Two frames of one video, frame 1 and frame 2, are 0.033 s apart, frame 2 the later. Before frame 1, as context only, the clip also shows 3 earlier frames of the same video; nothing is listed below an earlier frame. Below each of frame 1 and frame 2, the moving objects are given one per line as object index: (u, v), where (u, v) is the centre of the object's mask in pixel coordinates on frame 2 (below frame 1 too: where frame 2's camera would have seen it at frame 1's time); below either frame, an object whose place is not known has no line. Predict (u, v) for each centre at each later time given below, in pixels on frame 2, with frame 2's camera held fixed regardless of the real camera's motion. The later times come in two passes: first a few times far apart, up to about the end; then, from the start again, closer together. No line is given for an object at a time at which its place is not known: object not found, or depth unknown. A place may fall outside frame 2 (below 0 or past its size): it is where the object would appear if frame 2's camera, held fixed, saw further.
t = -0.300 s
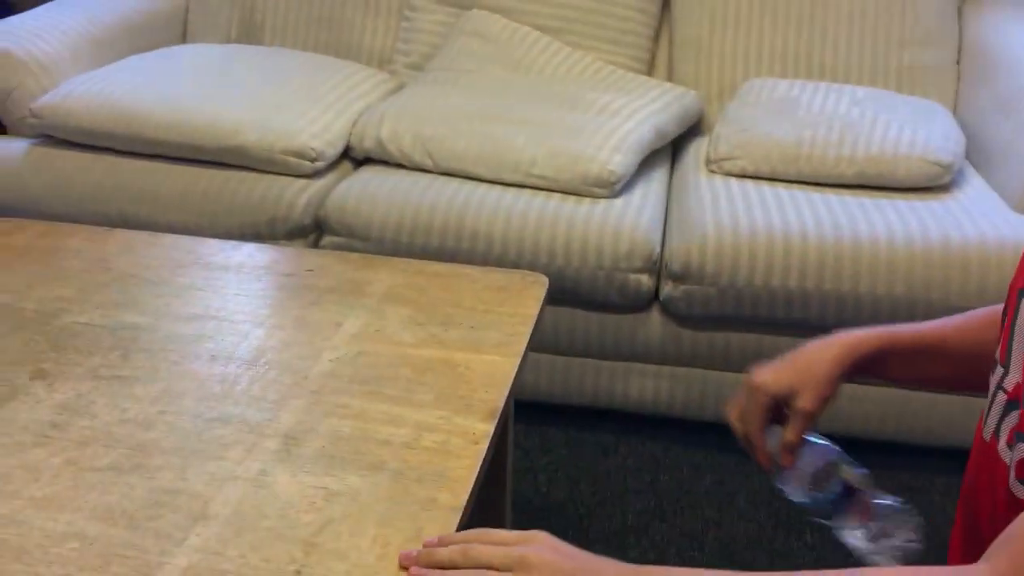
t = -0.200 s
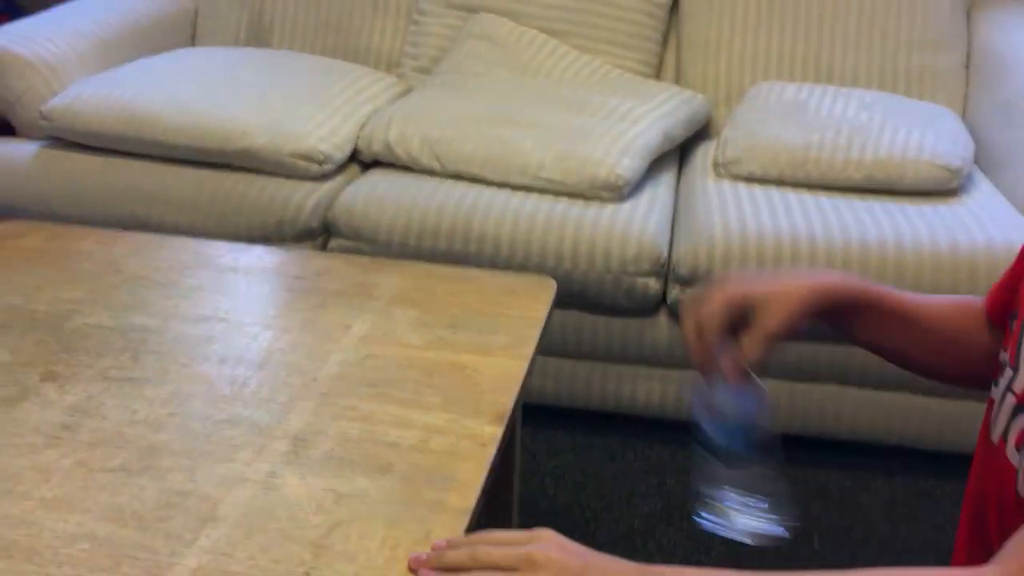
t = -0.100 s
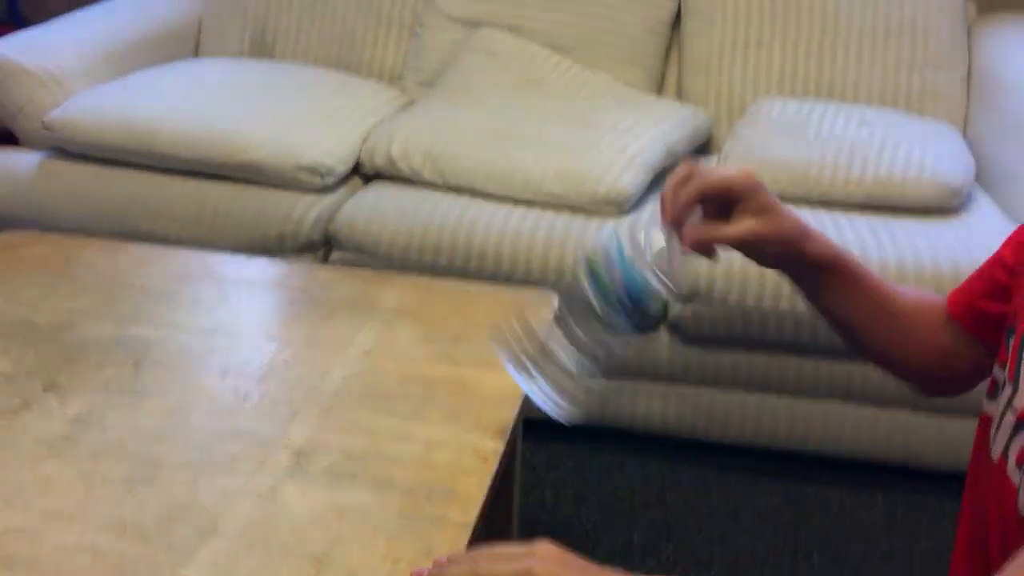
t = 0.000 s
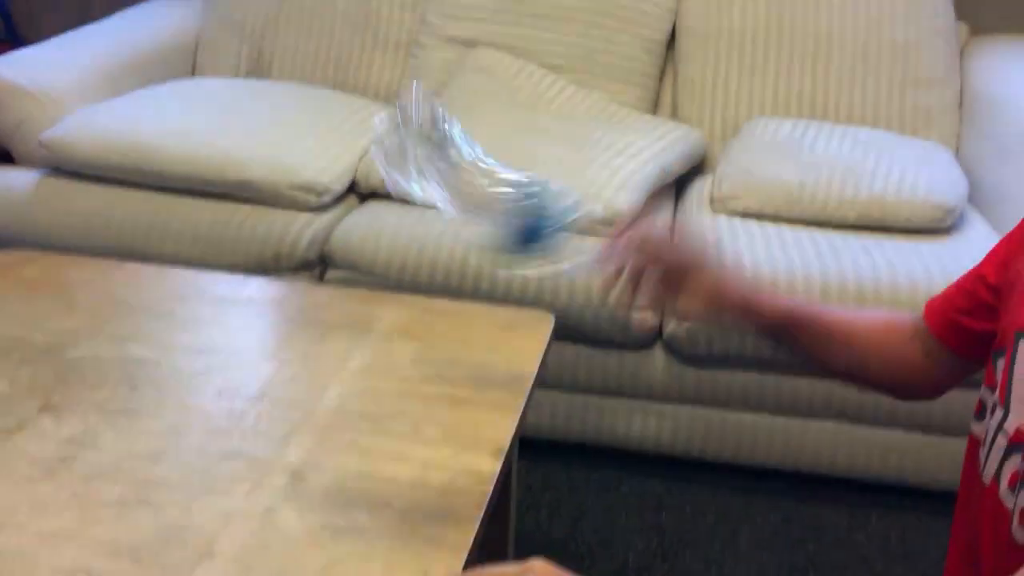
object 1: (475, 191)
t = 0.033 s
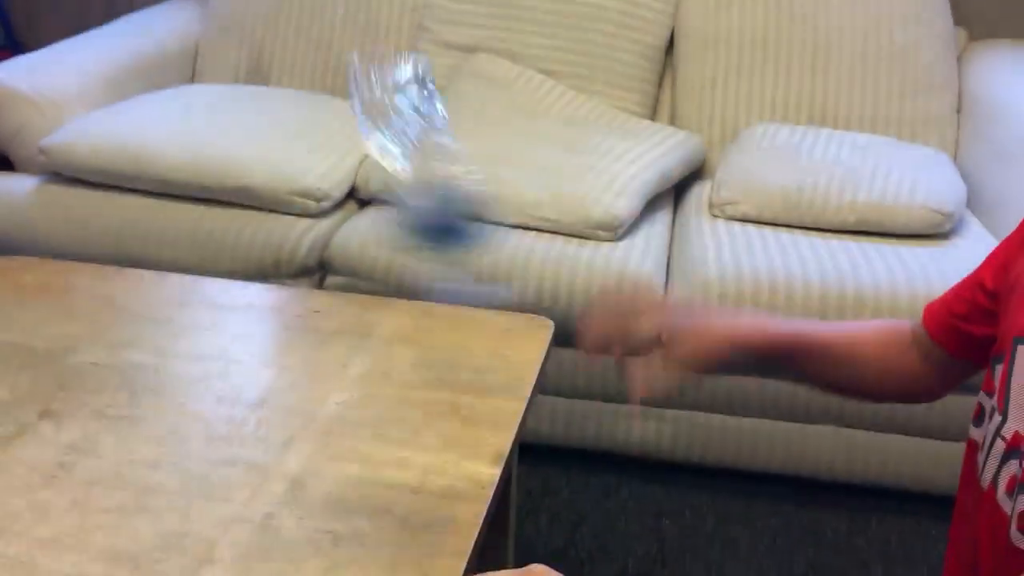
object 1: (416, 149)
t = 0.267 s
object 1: (164, 112)
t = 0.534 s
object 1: (90, 379)
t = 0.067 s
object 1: (356, 116)
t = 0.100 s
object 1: (302, 84)
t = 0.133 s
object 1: (251, 50)
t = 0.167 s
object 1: (221, 41)
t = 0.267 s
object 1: (164, 112)
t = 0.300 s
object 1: (147, 167)
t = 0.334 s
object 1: (132, 239)
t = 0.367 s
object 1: (119, 321)
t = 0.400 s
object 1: (112, 388)
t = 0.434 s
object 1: (110, 382)
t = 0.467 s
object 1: (103, 379)
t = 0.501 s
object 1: (95, 379)
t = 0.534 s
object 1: (90, 379)
